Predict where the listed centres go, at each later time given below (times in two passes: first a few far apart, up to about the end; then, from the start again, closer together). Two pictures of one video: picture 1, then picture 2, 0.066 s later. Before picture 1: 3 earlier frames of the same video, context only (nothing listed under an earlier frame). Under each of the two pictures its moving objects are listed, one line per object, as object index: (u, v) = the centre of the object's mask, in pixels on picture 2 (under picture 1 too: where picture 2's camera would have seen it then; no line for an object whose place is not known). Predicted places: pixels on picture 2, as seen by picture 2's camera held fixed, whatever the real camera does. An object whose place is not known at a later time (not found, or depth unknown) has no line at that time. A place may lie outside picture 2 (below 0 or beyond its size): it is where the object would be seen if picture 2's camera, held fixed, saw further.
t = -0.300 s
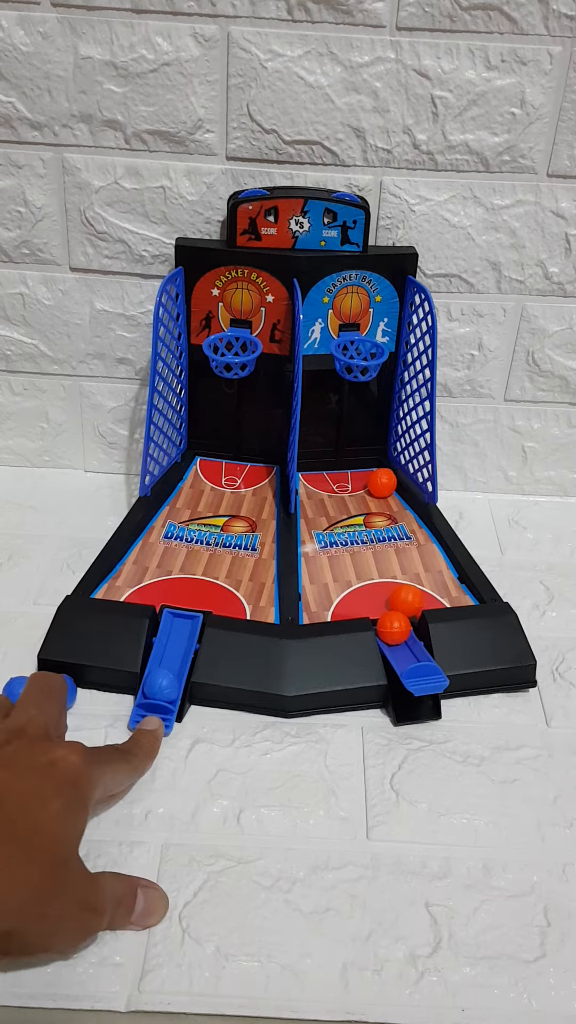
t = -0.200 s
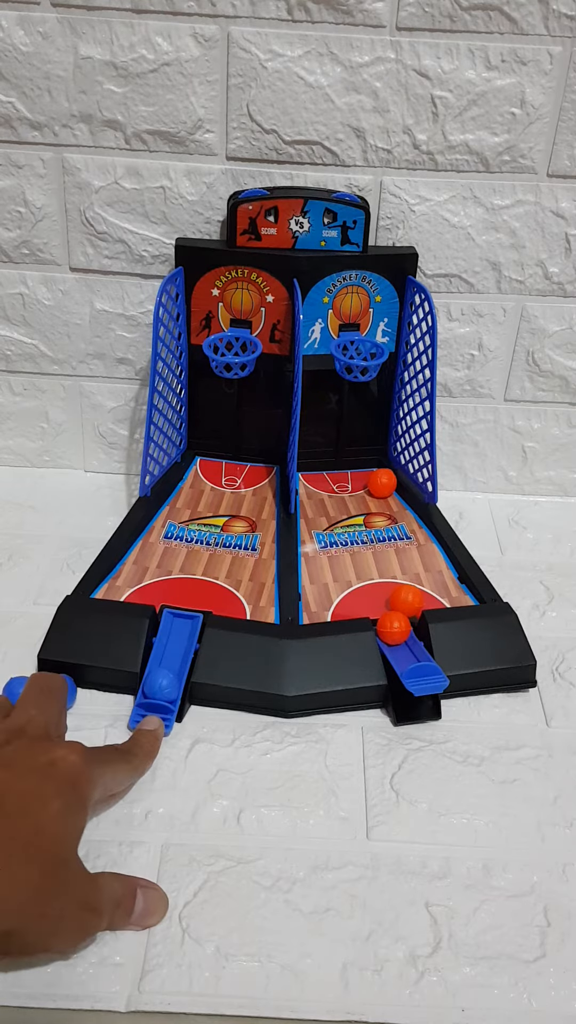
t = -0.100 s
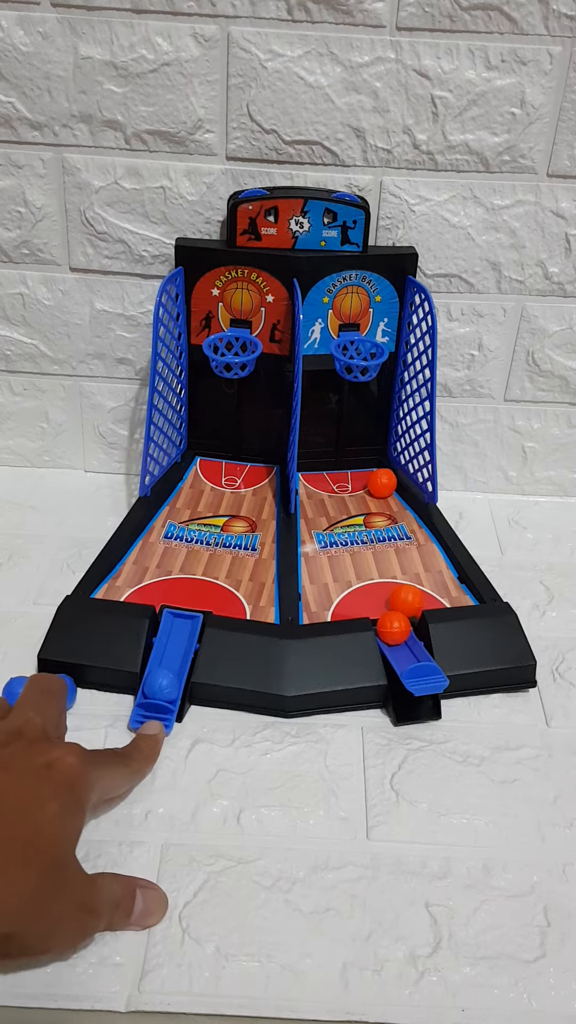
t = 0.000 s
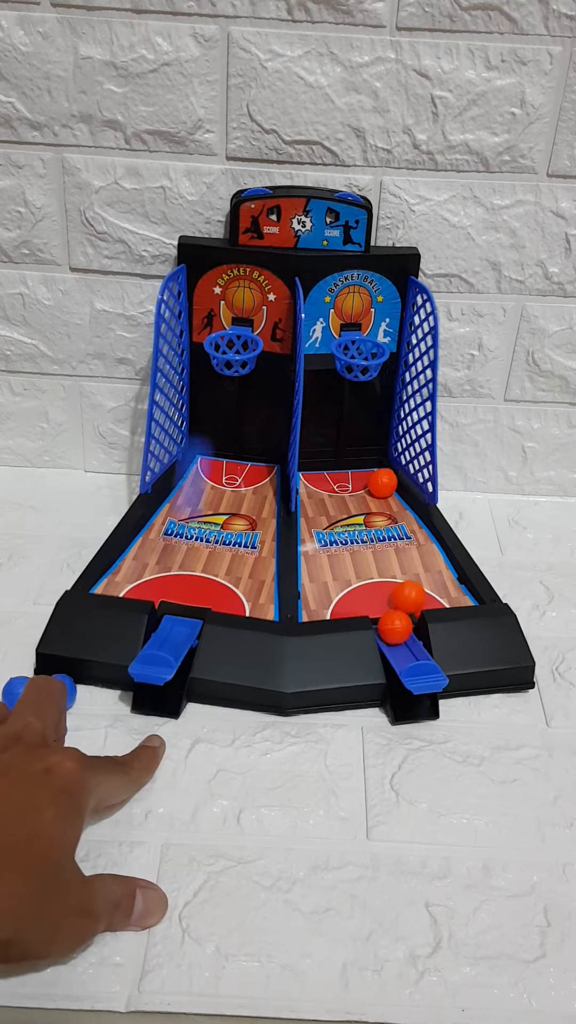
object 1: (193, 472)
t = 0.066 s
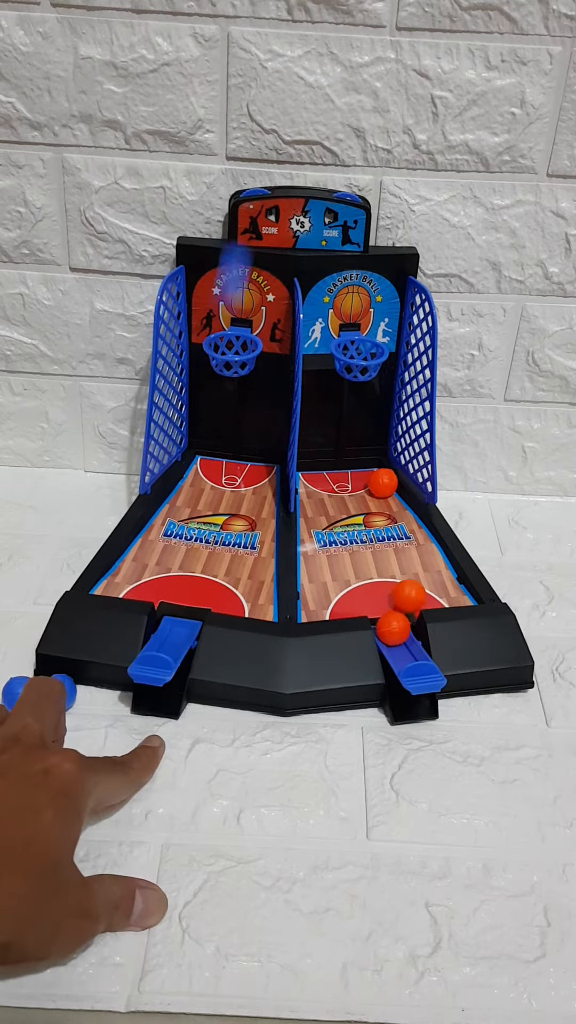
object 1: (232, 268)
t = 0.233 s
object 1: (275, 219)
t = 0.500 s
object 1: (291, 558)
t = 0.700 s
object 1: (282, 859)
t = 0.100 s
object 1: (248, 214)
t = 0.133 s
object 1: (257, 184)
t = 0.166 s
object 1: (264, 176)
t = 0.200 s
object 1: (270, 187)
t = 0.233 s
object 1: (275, 219)
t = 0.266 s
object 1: (281, 270)
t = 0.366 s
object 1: (285, 516)
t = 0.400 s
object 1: (290, 526)
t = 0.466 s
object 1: (292, 530)
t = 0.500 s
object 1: (291, 558)
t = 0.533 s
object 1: (291, 602)
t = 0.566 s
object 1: (290, 661)
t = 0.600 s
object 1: (288, 710)
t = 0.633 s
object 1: (286, 770)
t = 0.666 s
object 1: (285, 804)
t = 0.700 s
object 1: (282, 859)
